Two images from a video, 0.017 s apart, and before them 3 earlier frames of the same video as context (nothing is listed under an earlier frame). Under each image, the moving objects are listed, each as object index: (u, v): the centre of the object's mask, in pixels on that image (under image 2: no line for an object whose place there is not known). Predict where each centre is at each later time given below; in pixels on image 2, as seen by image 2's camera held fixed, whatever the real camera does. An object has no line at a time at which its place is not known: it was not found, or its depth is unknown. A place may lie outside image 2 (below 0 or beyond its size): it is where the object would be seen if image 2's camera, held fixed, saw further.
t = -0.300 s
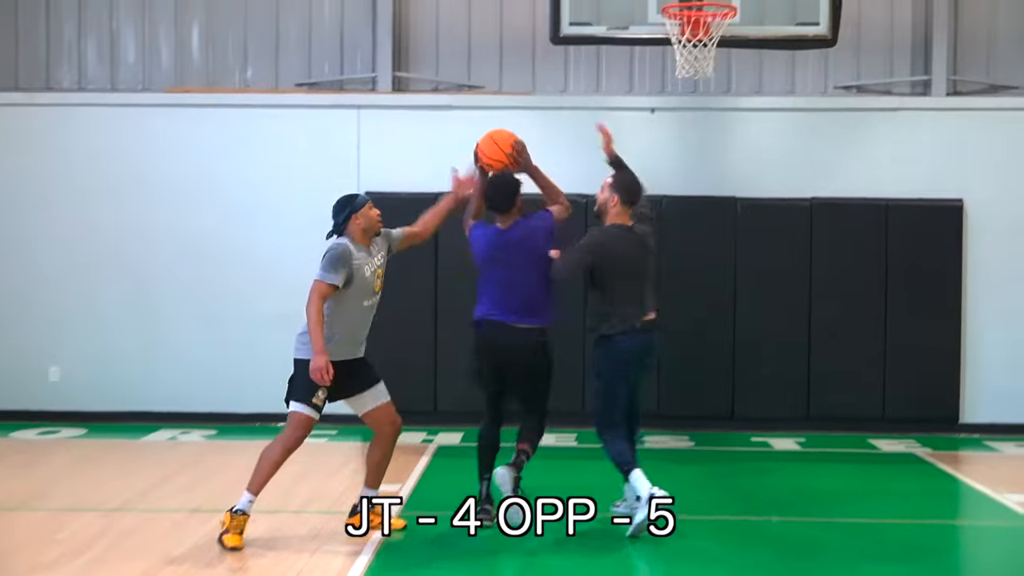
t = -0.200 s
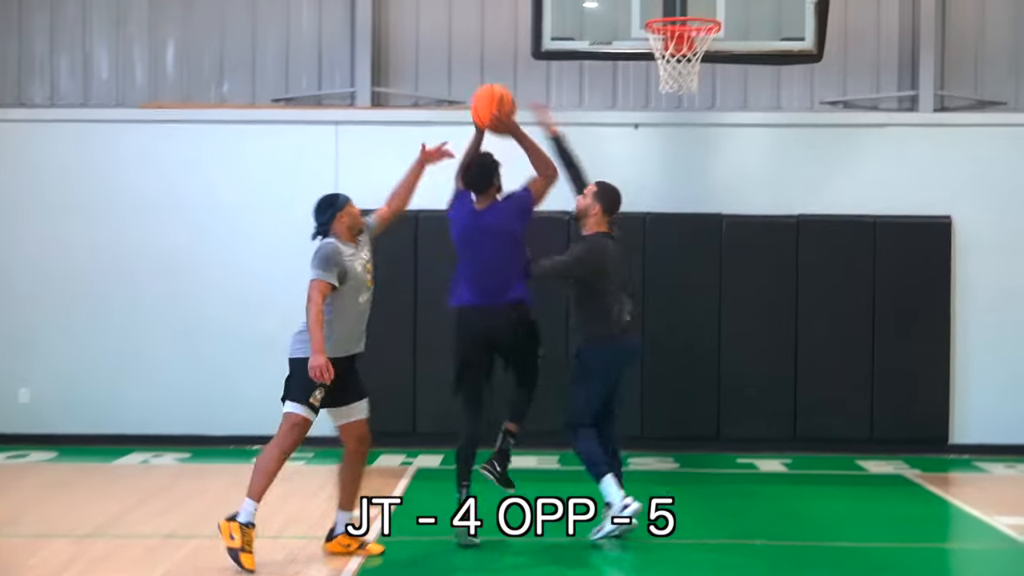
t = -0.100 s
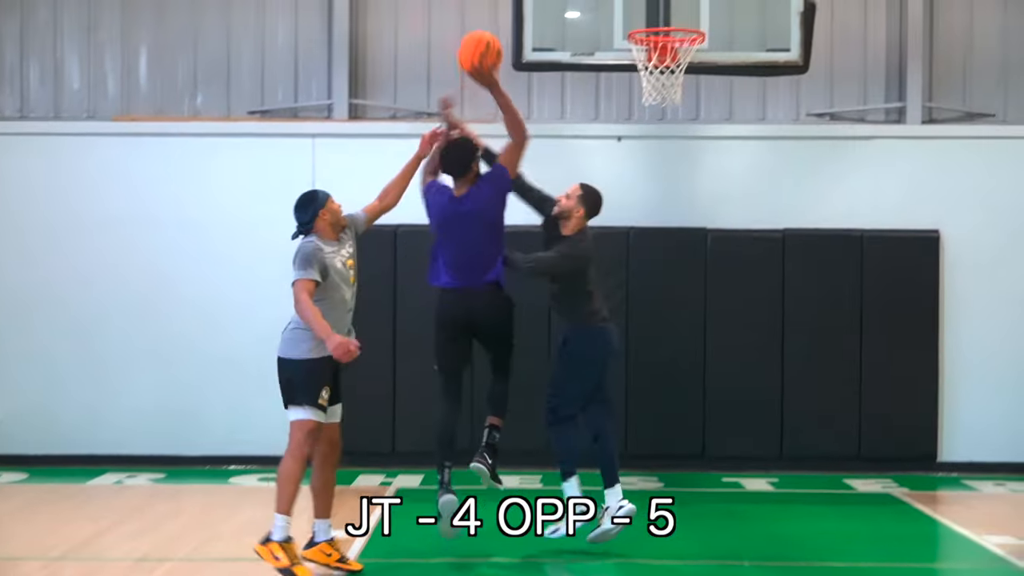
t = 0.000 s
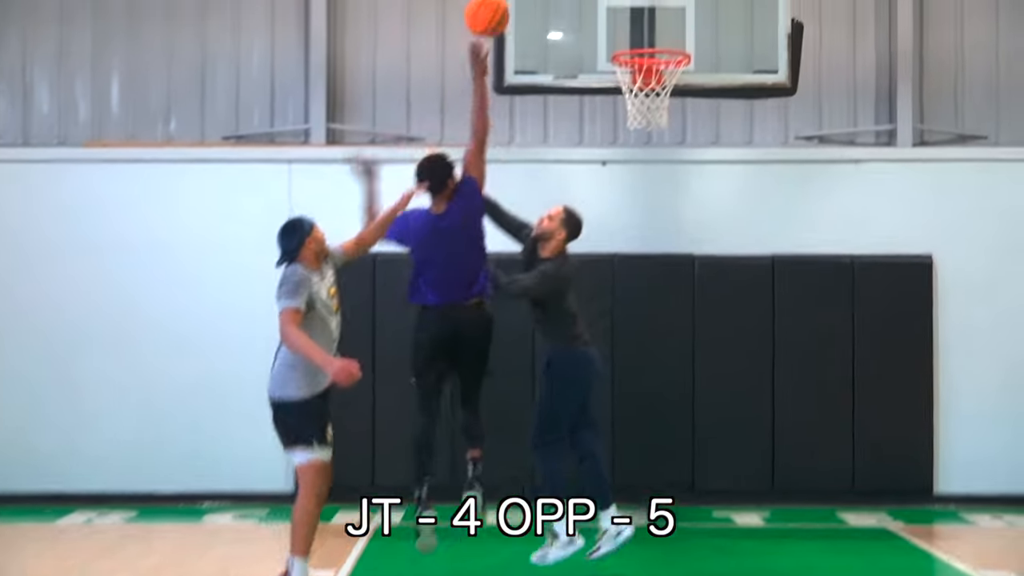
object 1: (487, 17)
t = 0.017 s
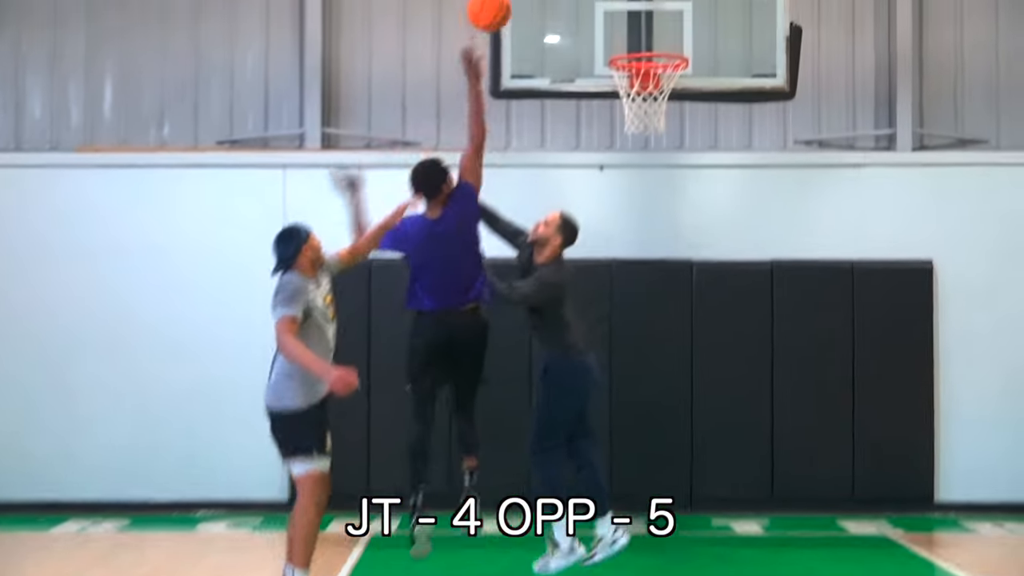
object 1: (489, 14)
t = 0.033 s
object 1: (495, 8)
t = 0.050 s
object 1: (501, 2)
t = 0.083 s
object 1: (512, -13)
